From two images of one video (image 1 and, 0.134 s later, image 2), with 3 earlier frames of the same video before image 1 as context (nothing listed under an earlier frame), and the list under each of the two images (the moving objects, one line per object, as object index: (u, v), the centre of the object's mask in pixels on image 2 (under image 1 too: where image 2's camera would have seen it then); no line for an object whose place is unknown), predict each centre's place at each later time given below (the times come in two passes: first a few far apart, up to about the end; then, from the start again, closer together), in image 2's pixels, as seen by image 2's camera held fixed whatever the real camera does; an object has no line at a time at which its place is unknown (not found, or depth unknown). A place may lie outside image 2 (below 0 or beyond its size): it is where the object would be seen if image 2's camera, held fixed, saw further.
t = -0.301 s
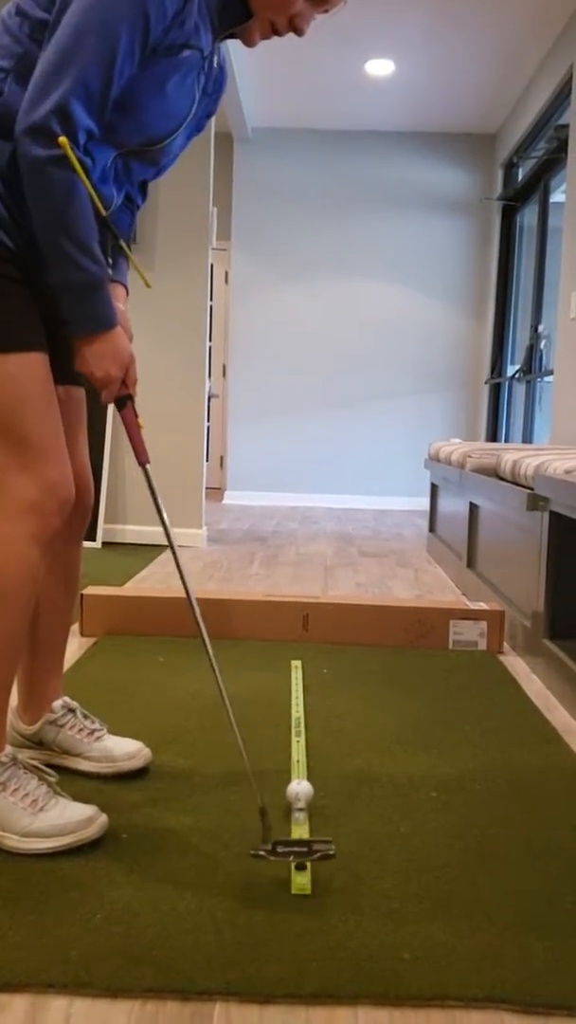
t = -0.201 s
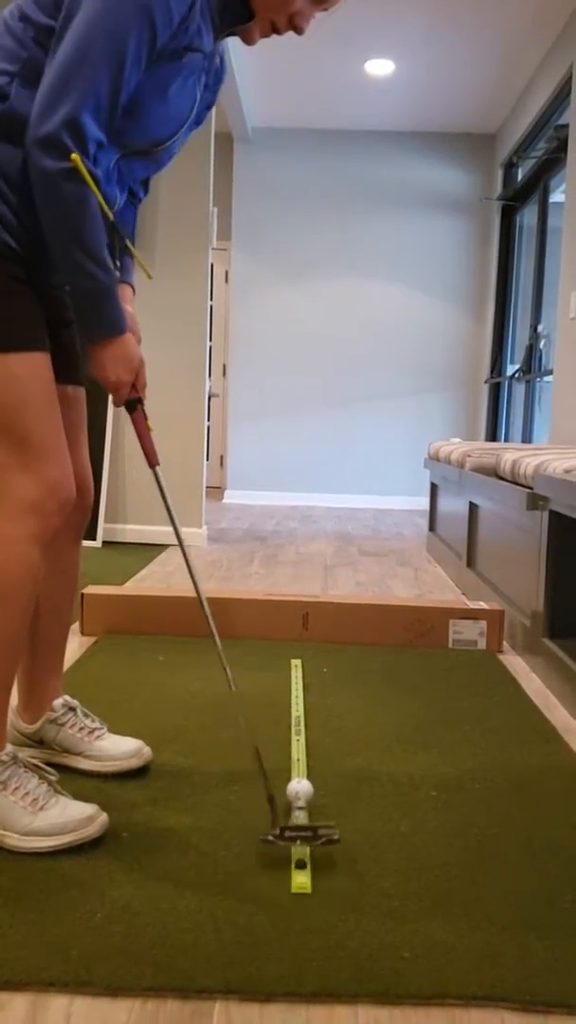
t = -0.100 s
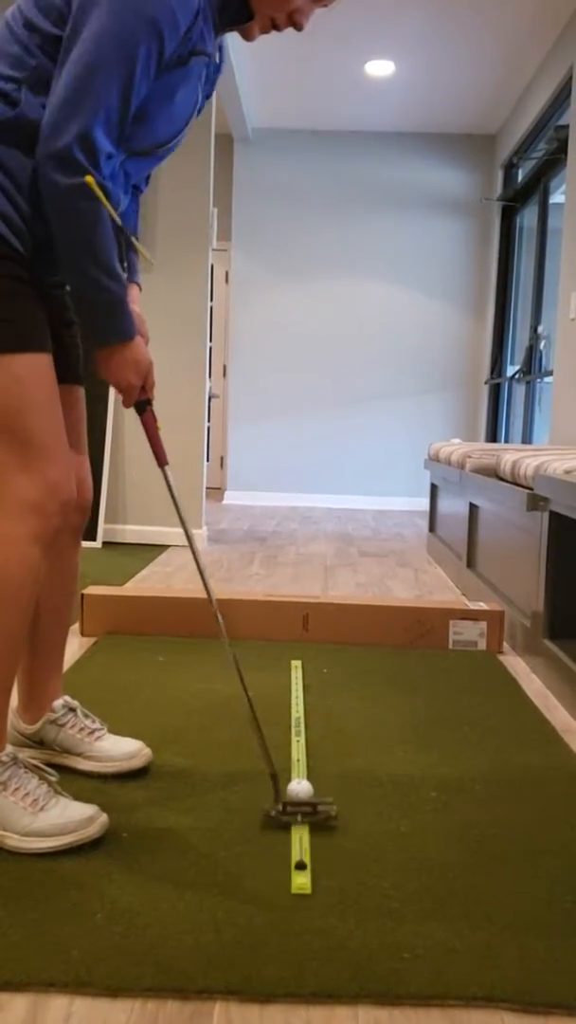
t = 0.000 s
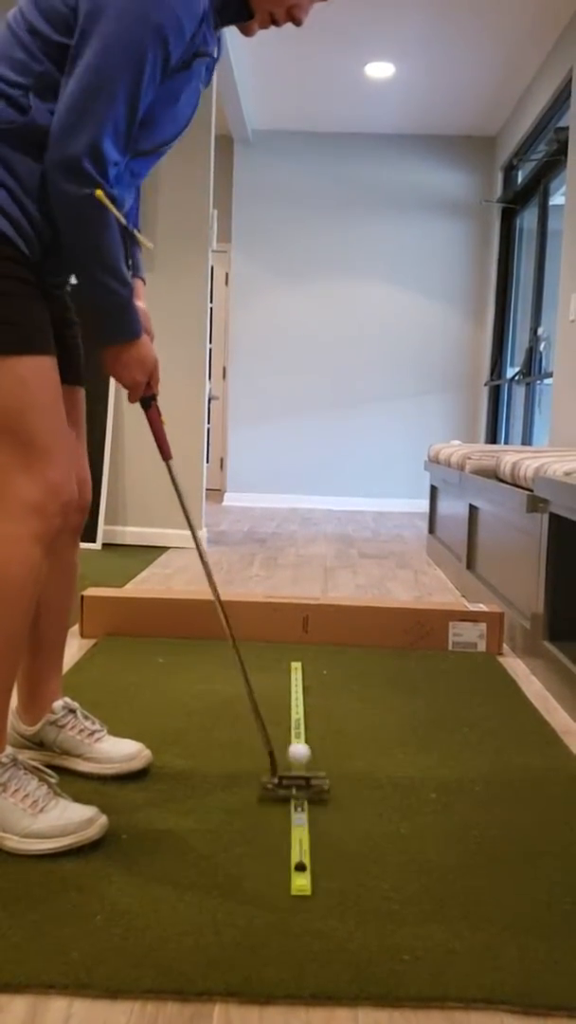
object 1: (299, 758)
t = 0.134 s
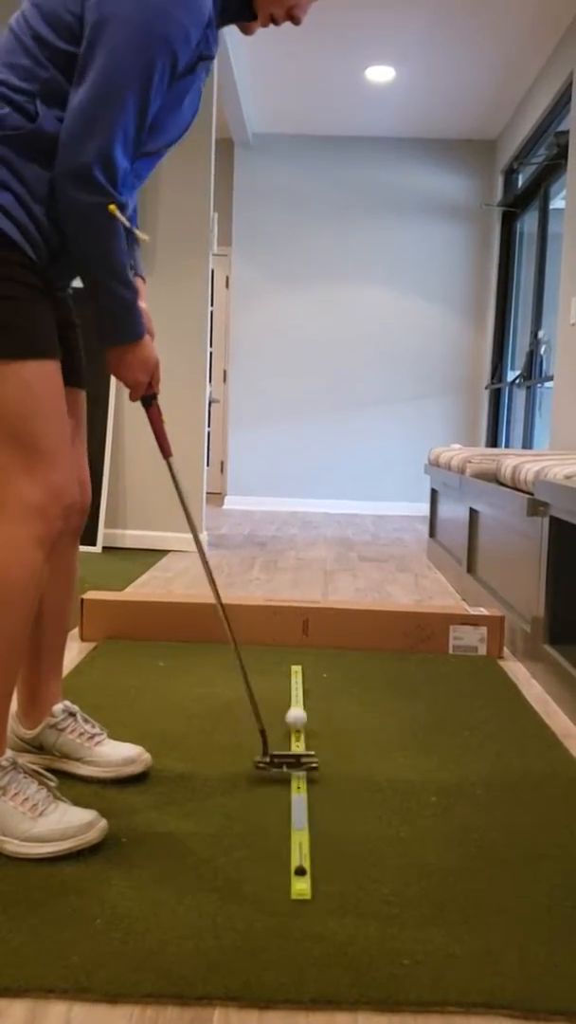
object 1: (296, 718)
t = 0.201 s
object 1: (295, 703)
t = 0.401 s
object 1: (289, 666)
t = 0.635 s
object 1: (272, 640)
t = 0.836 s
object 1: (258, 647)
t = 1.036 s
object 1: (245, 653)
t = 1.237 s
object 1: (235, 659)
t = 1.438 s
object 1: (227, 663)
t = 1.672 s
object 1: (229, 666)
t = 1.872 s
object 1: (234, 668)
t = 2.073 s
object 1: (232, 668)
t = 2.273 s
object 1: (232, 668)
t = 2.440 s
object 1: (232, 668)
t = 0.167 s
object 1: (295, 710)
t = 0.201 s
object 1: (295, 703)
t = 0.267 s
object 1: (293, 689)
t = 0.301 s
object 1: (292, 683)
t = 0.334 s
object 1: (292, 677)
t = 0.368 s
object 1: (291, 672)
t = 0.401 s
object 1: (289, 666)
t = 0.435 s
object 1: (288, 663)
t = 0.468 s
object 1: (285, 661)
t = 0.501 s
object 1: (282, 656)
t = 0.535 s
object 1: (280, 652)
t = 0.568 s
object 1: (277, 647)
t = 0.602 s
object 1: (275, 643)
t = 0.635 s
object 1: (272, 640)
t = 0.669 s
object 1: (270, 637)
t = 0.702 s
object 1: (268, 639)
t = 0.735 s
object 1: (265, 643)
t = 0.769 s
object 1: (262, 643)
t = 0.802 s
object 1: (260, 646)
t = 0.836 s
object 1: (258, 647)
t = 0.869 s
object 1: (256, 648)
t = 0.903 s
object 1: (254, 649)
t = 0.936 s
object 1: (252, 651)
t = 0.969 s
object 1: (250, 652)
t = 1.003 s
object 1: (248, 652)
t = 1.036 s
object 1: (245, 653)
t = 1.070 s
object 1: (243, 654)
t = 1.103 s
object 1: (242, 655)
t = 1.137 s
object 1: (240, 656)
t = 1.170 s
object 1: (238, 657)
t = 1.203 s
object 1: (236, 658)
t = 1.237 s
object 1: (235, 659)
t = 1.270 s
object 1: (233, 659)
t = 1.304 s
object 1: (232, 660)
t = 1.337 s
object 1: (231, 661)
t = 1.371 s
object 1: (230, 661)
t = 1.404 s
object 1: (228, 662)
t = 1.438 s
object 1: (227, 663)
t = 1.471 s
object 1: (227, 663)
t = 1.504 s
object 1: (226, 664)
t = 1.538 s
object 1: (226, 664)
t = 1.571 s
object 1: (226, 665)
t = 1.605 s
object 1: (227, 665)
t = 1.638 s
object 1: (228, 666)
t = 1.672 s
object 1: (229, 666)
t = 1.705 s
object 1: (230, 666)
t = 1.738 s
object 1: (231, 667)
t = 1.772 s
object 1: (232, 667)
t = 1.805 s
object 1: (233, 667)
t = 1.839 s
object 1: (233, 668)
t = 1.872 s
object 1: (234, 668)
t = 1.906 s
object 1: (234, 668)
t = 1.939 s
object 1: (233, 668)
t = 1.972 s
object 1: (233, 668)
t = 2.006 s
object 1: (232, 668)
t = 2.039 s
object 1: (232, 668)
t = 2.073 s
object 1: (232, 668)
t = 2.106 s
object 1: (232, 668)
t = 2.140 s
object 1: (232, 668)
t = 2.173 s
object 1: (232, 668)
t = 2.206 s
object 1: (232, 668)
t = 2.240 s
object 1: (232, 668)
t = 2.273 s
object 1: (232, 668)
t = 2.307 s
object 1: (232, 668)
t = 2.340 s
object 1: (232, 668)
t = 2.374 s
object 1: (232, 668)
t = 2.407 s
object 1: (232, 668)
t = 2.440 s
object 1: (232, 668)
